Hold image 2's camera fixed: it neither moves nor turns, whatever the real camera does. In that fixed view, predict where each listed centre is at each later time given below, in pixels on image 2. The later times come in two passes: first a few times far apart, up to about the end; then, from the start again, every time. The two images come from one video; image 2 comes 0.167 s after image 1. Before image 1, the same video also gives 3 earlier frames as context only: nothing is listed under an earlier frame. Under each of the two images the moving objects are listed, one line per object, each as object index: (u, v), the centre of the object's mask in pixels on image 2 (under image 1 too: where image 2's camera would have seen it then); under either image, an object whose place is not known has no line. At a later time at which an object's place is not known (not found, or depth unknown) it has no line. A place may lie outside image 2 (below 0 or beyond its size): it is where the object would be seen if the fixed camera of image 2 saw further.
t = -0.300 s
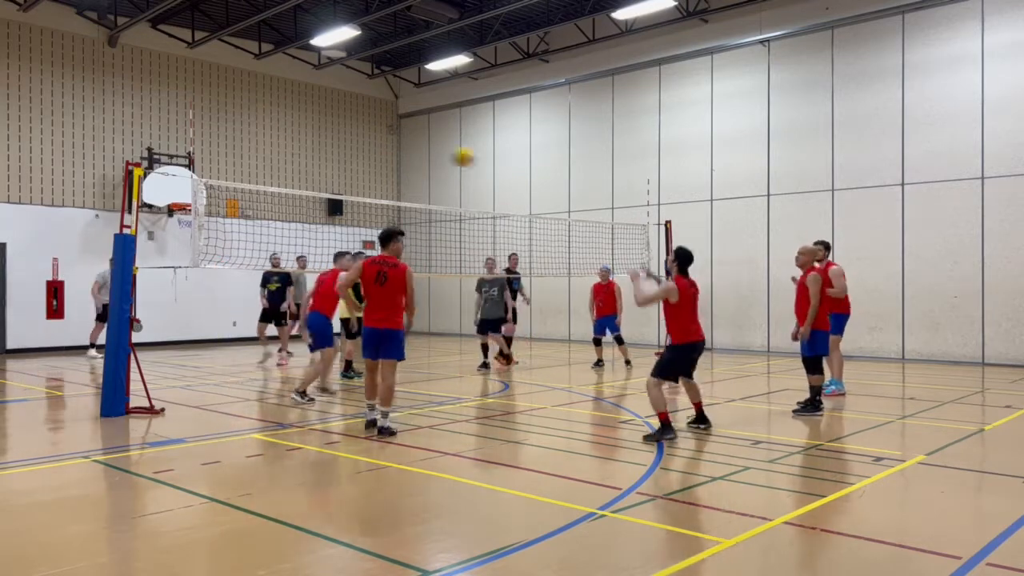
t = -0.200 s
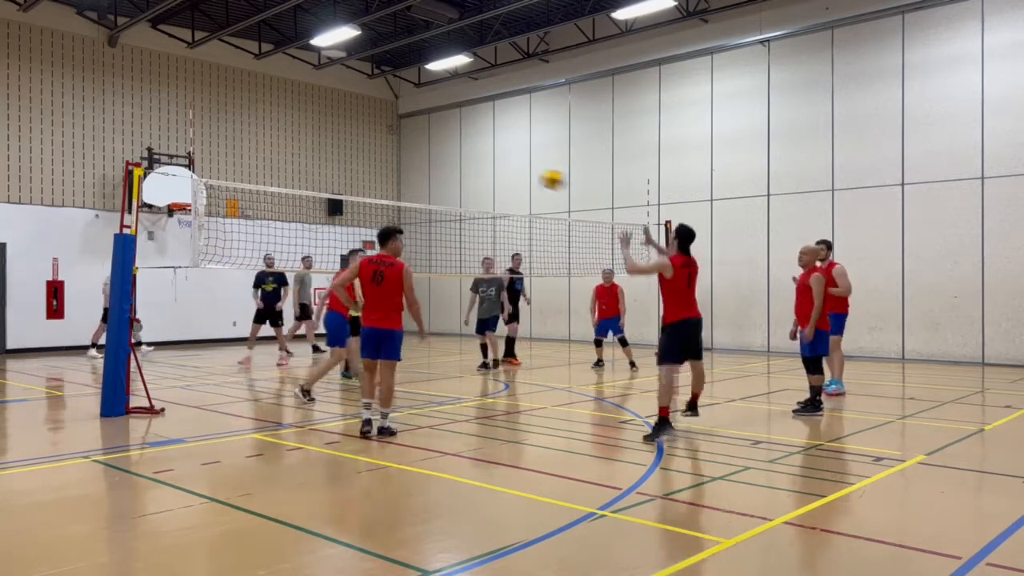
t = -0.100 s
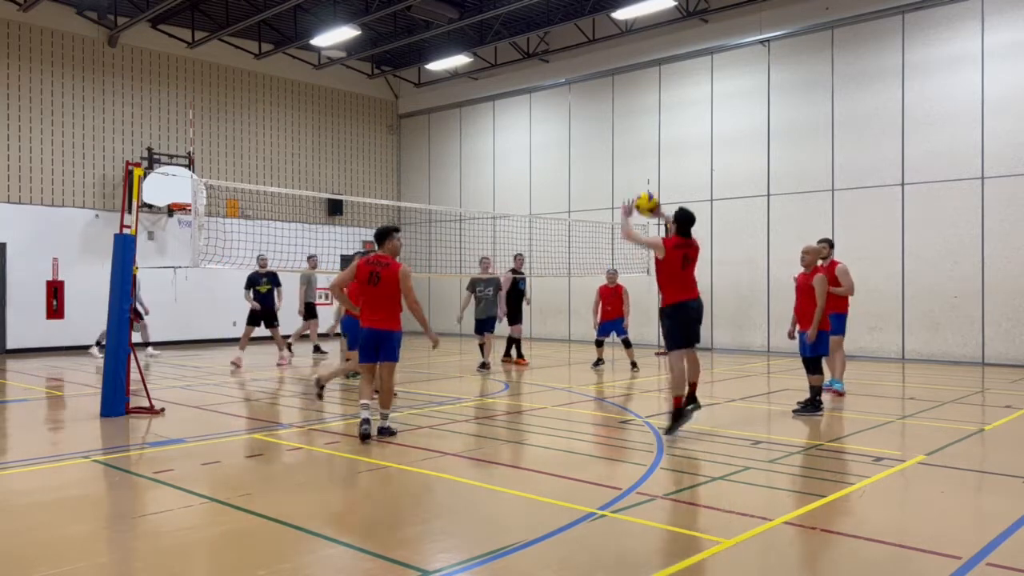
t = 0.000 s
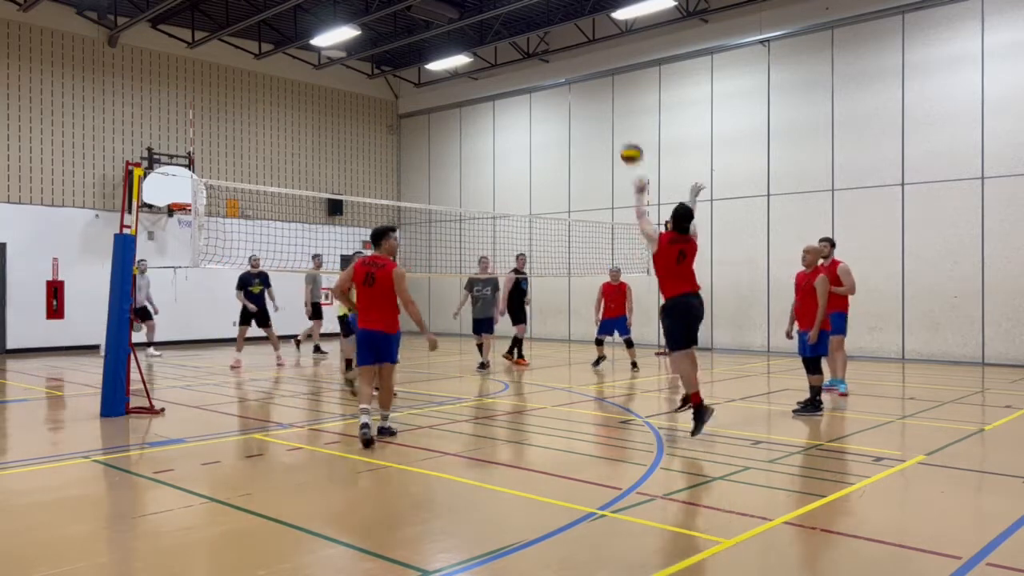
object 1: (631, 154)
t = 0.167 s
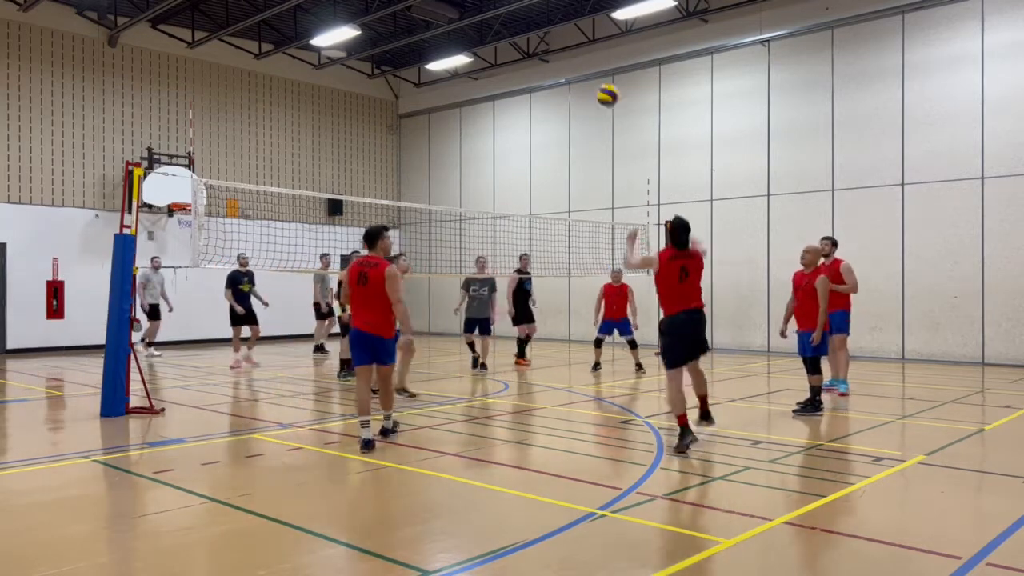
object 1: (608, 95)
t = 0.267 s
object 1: (595, 77)
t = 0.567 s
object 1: (560, 81)
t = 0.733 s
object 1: (545, 117)
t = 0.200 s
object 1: (603, 88)
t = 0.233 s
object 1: (599, 81)
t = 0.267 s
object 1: (595, 77)
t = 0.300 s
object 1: (591, 74)
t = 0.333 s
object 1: (587, 71)
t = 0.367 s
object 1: (583, 70)
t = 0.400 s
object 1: (579, 68)
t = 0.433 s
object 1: (575, 69)
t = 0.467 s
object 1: (572, 70)
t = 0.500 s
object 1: (567, 73)
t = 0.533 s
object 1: (564, 76)
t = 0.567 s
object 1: (560, 81)
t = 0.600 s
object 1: (558, 86)
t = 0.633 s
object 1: (555, 93)
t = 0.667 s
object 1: (551, 99)
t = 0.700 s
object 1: (547, 108)
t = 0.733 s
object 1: (545, 117)
